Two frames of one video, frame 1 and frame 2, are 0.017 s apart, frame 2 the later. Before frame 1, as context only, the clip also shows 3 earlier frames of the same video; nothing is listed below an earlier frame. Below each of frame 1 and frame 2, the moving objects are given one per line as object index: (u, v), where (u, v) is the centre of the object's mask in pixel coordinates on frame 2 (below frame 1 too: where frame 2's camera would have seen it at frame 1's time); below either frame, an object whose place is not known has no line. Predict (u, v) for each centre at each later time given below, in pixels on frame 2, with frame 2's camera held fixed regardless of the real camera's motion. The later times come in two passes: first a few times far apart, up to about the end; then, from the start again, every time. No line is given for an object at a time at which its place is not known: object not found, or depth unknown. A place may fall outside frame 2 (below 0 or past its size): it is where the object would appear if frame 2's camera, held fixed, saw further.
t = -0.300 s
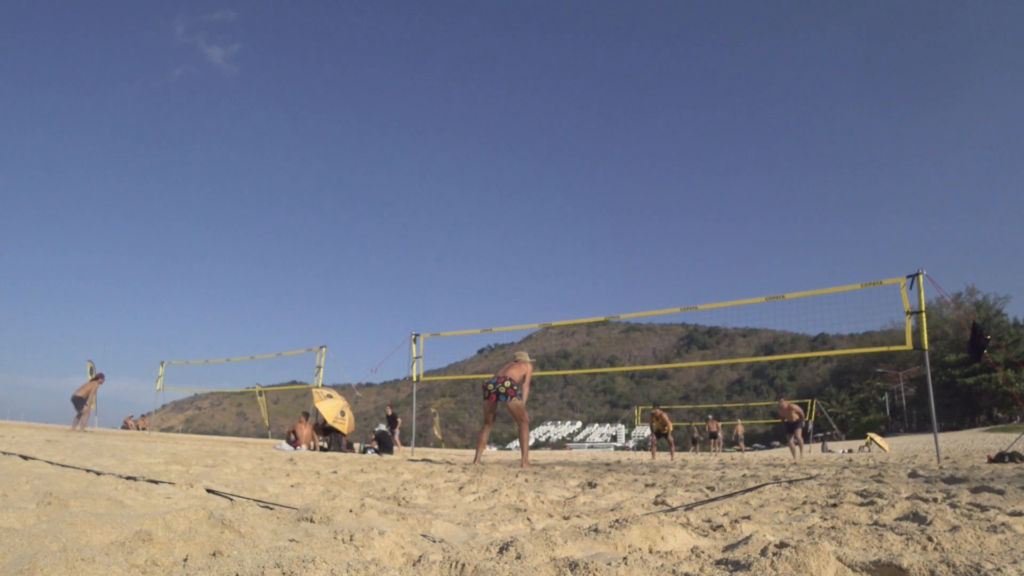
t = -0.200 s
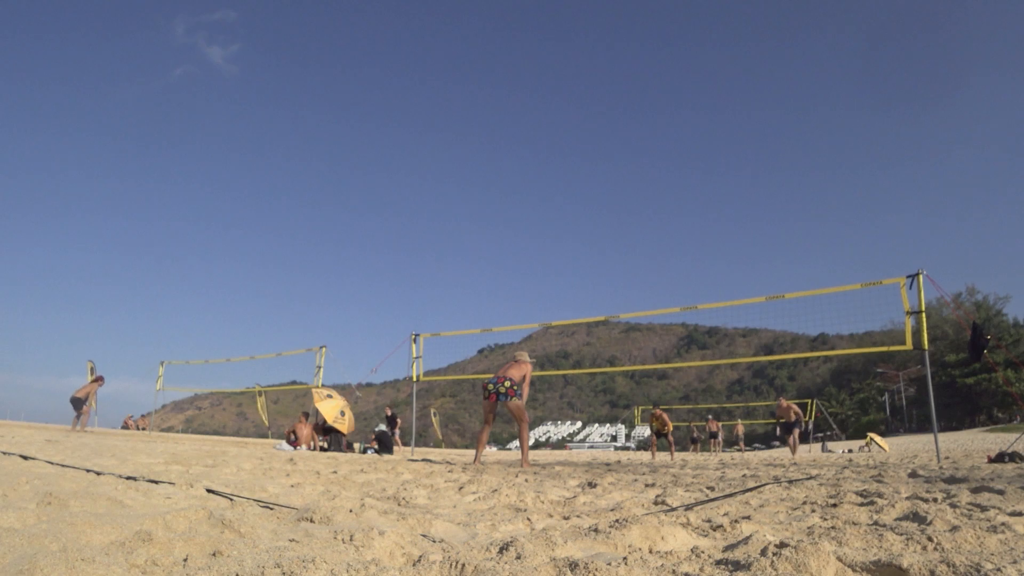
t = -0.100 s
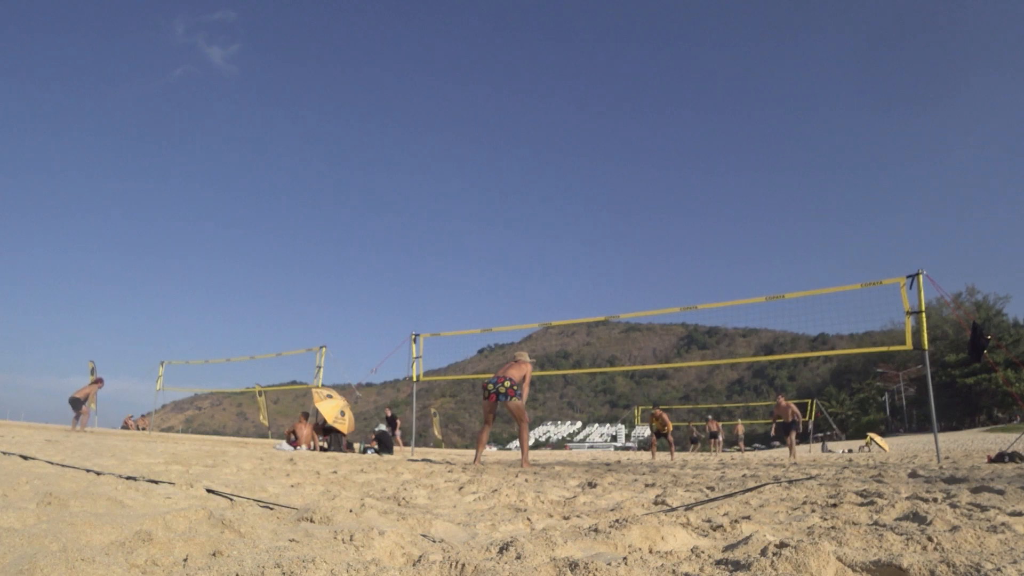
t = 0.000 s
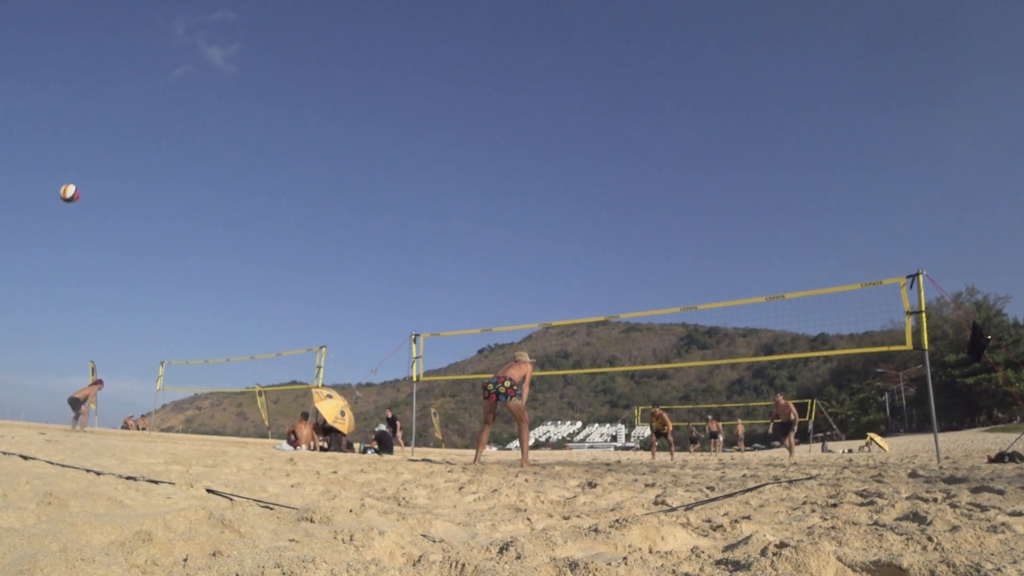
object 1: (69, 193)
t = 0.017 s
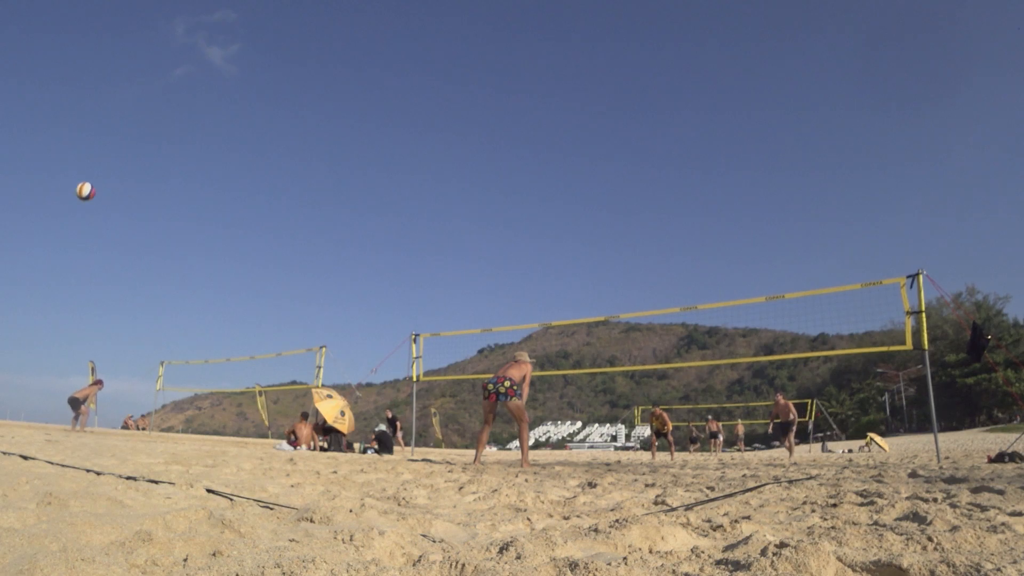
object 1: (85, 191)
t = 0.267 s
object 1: (266, 189)
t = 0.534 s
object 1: (385, 221)
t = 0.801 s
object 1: (465, 276)
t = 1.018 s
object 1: (512, 332)
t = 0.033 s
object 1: (100, 189)
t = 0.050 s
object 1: (115, 188)
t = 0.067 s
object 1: (129, 187)
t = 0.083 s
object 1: (143, 186)
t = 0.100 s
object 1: (157, 186)
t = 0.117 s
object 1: (169, 185)
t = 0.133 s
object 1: (182, 185)
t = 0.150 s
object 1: (193, 184)
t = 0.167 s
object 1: (205, 184)
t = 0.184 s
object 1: (216, 184)
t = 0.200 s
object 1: (226, 185)
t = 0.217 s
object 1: (237, 185)
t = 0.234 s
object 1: (247, 186)
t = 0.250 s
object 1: (256, 187)
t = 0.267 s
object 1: (266, 189)
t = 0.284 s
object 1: (275, 189)
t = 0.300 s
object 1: (283, 191)
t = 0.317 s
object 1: (292, 192)
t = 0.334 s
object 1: (300, 194)
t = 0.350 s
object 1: (309, 195)
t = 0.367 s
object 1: (317, 197)
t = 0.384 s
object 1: (324, 199)
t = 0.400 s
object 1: (331, 201)
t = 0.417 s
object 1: (339, 203)
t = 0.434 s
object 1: (346, 206)
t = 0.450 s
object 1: (353, 208)
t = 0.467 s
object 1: (360, 210)
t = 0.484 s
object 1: (366, 213)
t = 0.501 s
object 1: (373, 215)
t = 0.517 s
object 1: (379, 218)
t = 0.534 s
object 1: (385, 221)
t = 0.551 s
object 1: (391, 224)
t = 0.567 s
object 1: (397, 227)
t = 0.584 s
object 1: (402, 230)
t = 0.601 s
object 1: (407, 233)
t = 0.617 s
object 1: (413, 237)
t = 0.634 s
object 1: (418, 240)
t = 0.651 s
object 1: (423, 244)
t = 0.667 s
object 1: (429, 247)
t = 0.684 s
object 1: (433, 251)
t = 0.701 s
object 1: (438, 254)
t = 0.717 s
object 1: (443, 258)
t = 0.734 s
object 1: (447, 262)
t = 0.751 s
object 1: (451, 266)
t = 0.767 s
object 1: (456, 269)
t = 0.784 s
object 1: (460, 272)
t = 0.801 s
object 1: (465, 276)
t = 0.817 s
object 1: (469, 280)
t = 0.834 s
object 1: (473, 284)
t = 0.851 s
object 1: (477, 288)
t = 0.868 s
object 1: (481, 293)
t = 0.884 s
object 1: (484, 296)
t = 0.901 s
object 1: (488, 301)
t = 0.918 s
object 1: (492, 305)
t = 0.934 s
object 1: (495, 309)
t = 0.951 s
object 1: (499, 313)
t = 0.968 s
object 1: (502, 318)
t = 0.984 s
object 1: (506, 322)
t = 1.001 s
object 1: (509, 327)
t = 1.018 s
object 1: (512, 332)
